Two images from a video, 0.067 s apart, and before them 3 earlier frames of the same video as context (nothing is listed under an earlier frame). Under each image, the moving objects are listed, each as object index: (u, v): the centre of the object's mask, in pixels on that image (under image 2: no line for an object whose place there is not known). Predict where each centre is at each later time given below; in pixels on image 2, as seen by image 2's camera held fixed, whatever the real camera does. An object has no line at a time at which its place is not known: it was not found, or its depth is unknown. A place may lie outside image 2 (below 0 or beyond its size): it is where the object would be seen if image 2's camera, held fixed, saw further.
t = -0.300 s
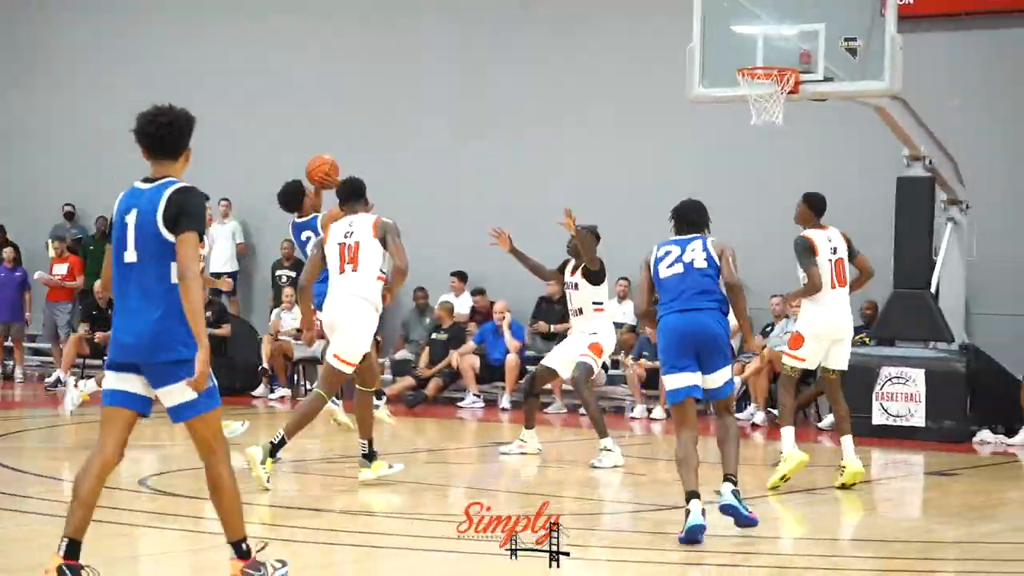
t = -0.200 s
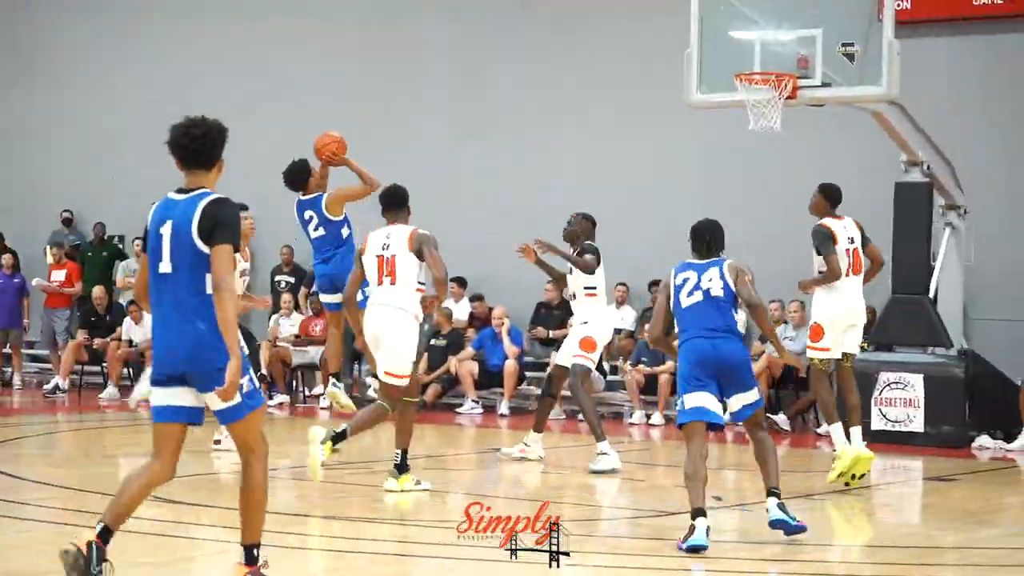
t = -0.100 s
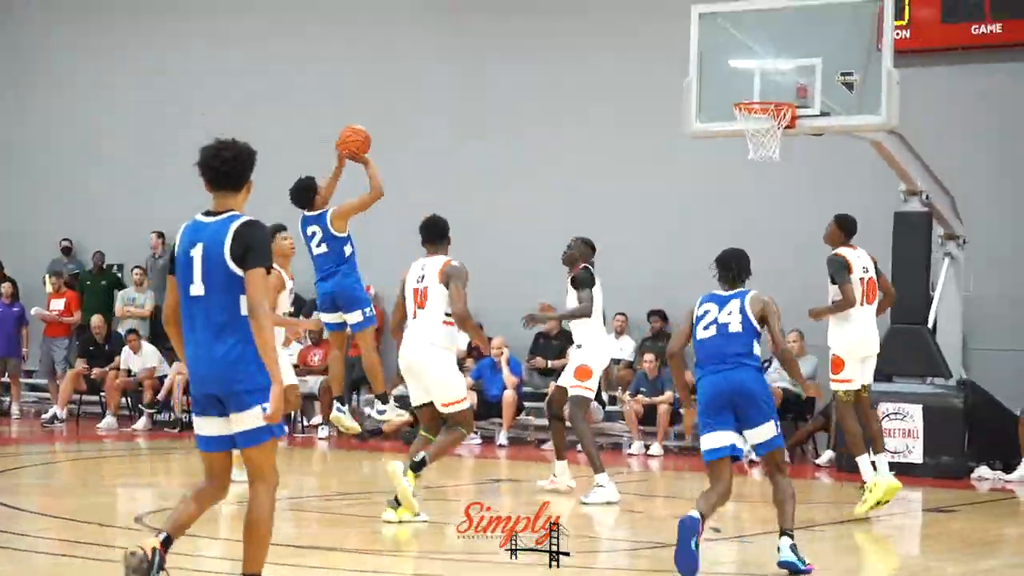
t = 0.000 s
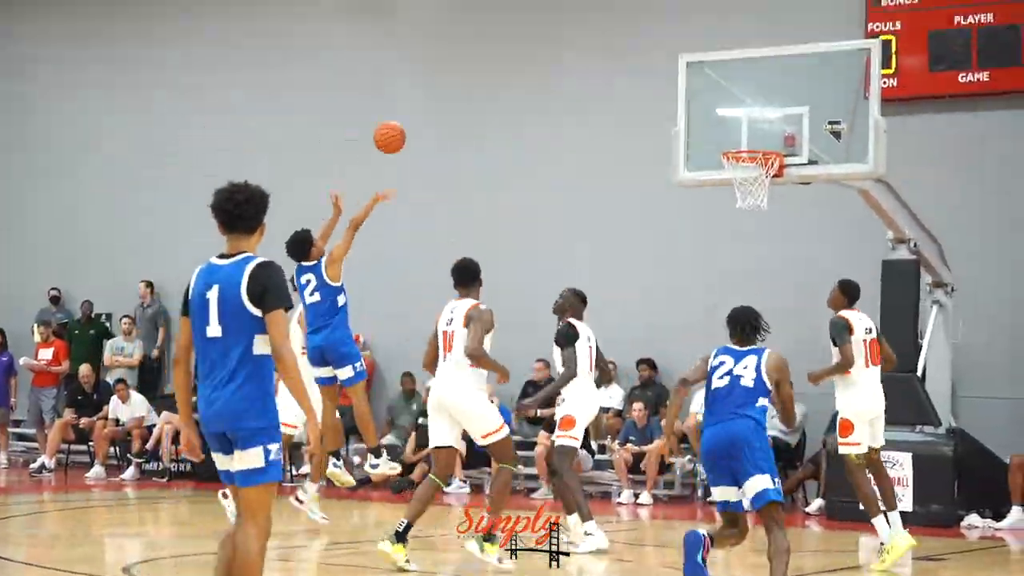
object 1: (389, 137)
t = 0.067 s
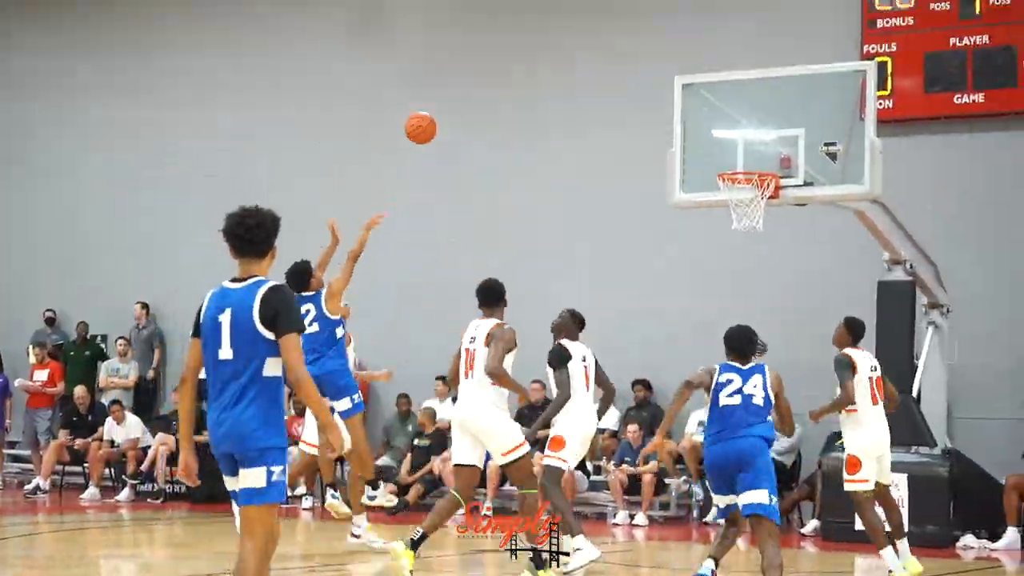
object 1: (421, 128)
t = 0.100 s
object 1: (437, 115)
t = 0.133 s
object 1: (454, 104)
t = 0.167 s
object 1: (470, 94)
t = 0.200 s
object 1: (485, 88)
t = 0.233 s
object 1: (499, 82)
